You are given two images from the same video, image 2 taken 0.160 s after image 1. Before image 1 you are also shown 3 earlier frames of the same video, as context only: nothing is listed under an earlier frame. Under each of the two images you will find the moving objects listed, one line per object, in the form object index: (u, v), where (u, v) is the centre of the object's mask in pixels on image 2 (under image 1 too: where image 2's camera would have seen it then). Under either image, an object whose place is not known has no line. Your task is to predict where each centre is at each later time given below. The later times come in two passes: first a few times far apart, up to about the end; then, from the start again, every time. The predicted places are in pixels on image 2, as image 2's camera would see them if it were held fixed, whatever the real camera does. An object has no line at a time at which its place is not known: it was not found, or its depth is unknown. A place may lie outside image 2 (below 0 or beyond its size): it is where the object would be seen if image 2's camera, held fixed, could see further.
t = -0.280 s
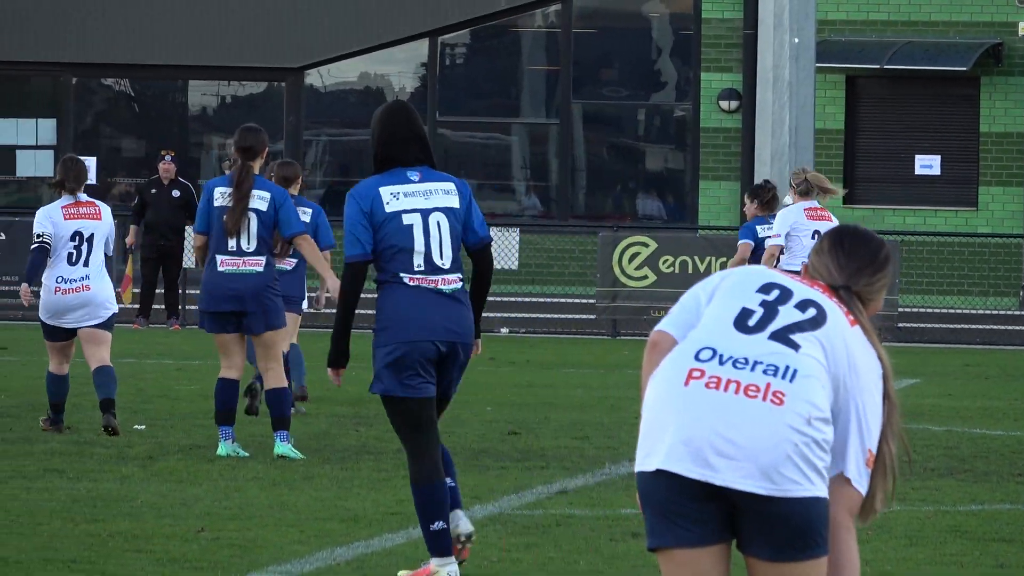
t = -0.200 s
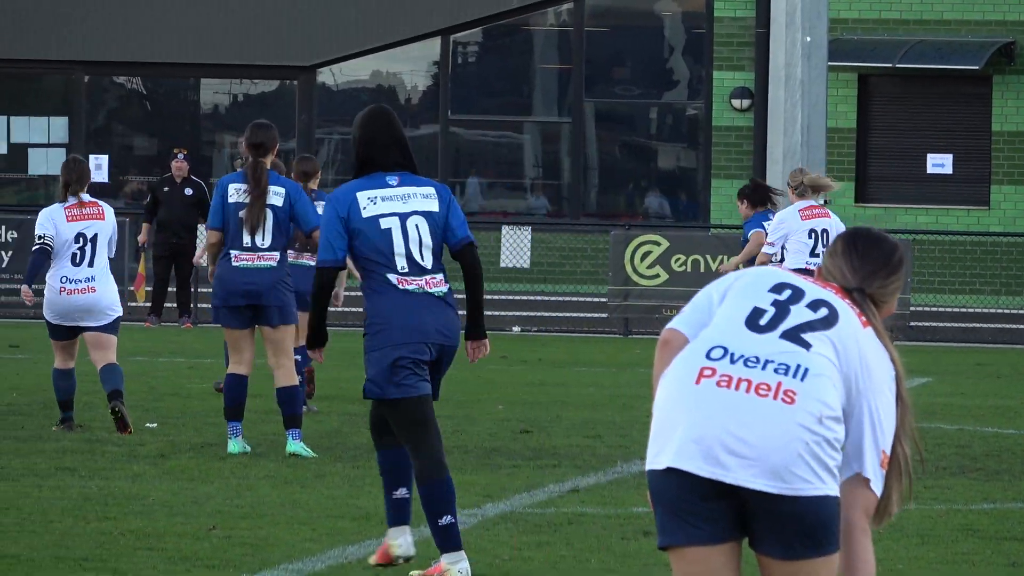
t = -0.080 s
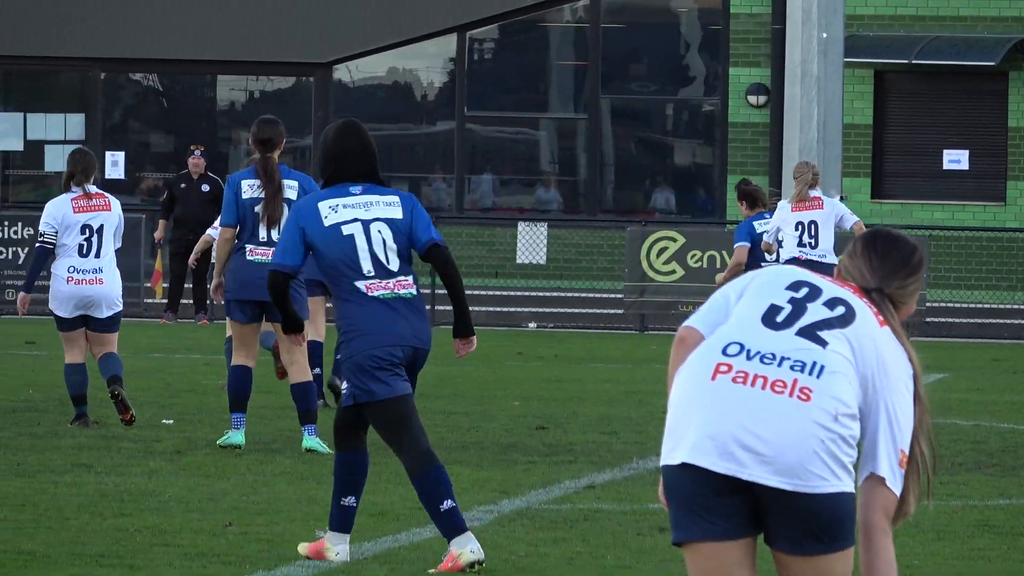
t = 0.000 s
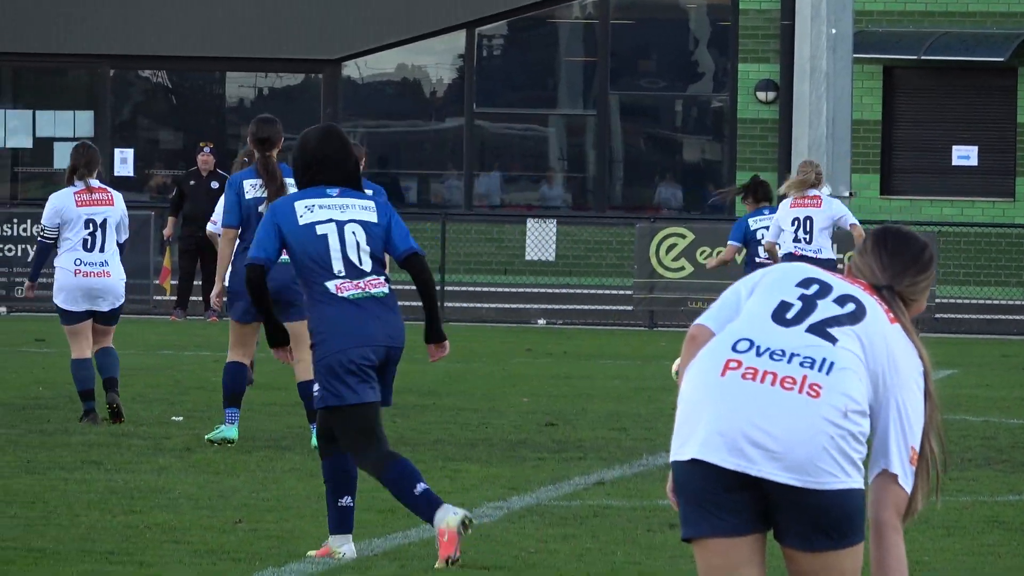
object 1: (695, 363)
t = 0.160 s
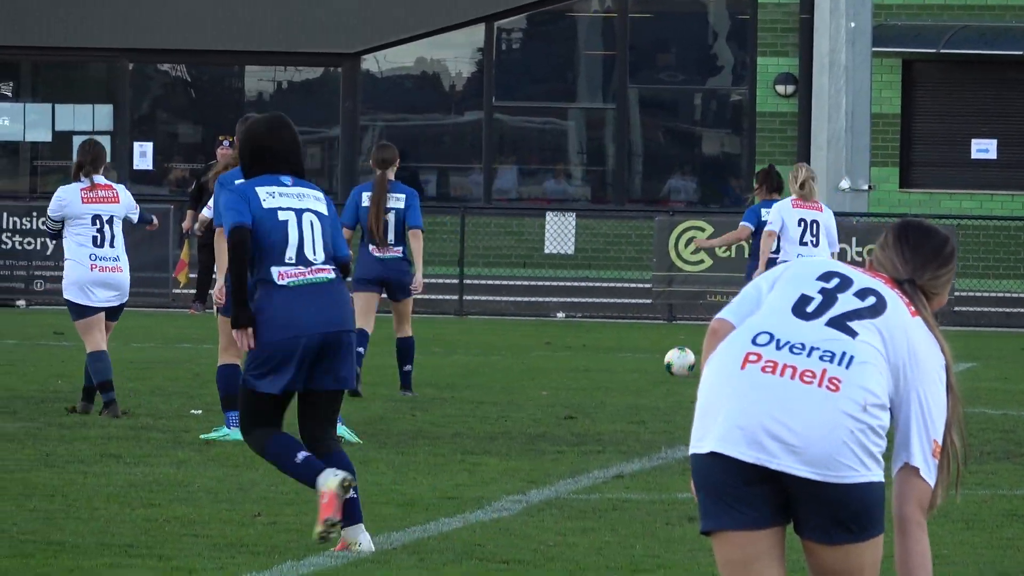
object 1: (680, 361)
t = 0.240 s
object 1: (667, 362)
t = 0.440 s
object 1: (636, 360)
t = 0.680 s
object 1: (601, 354)
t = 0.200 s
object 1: (673, 362)
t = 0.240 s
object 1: (667, 362)
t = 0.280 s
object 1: (660, 360)
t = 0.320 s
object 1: (654, 358)
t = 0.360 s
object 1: (648, 358)
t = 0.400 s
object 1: (642, 359)
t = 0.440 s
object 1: (636, 360)
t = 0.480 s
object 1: (630, 358)
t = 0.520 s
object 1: (624, 356)
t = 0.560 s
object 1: (618, 356)
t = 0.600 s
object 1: (612, 357)
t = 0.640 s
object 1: (606, 357)
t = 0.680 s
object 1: (601, 354)
